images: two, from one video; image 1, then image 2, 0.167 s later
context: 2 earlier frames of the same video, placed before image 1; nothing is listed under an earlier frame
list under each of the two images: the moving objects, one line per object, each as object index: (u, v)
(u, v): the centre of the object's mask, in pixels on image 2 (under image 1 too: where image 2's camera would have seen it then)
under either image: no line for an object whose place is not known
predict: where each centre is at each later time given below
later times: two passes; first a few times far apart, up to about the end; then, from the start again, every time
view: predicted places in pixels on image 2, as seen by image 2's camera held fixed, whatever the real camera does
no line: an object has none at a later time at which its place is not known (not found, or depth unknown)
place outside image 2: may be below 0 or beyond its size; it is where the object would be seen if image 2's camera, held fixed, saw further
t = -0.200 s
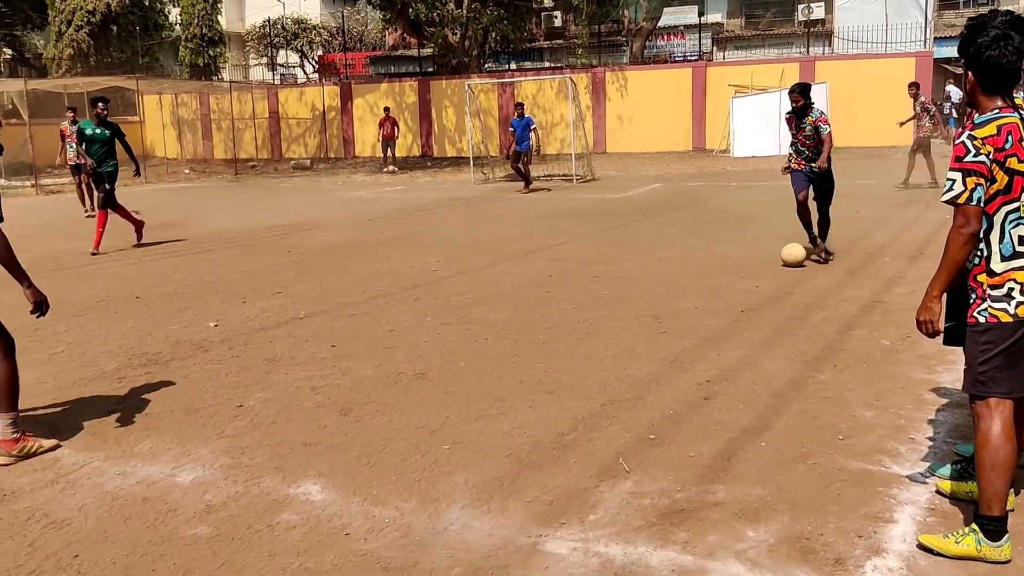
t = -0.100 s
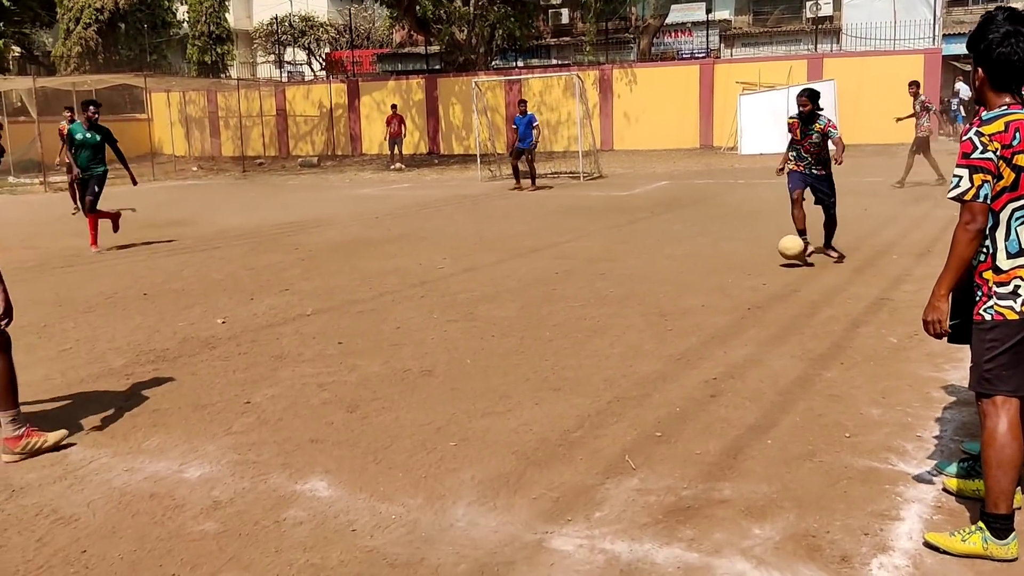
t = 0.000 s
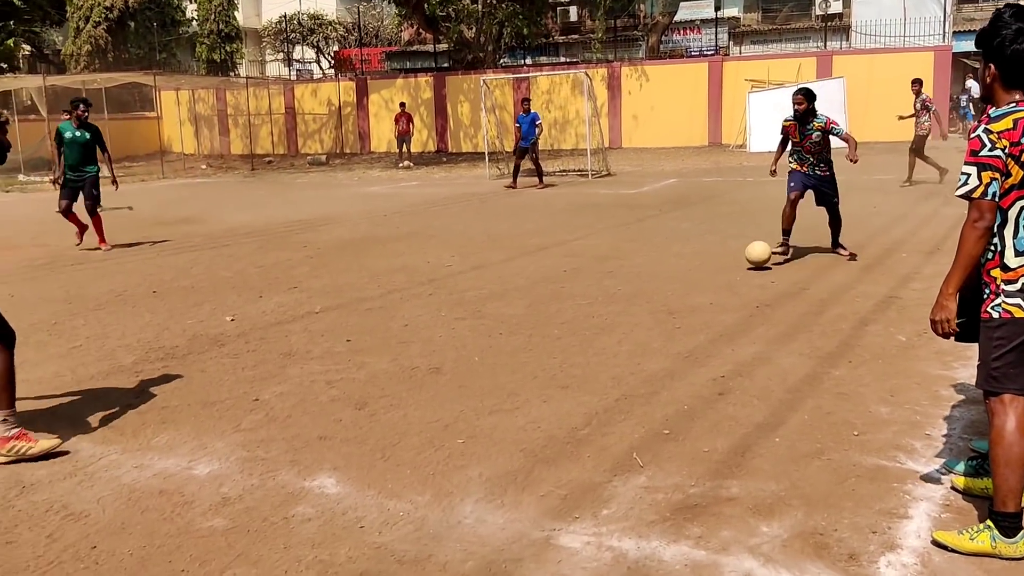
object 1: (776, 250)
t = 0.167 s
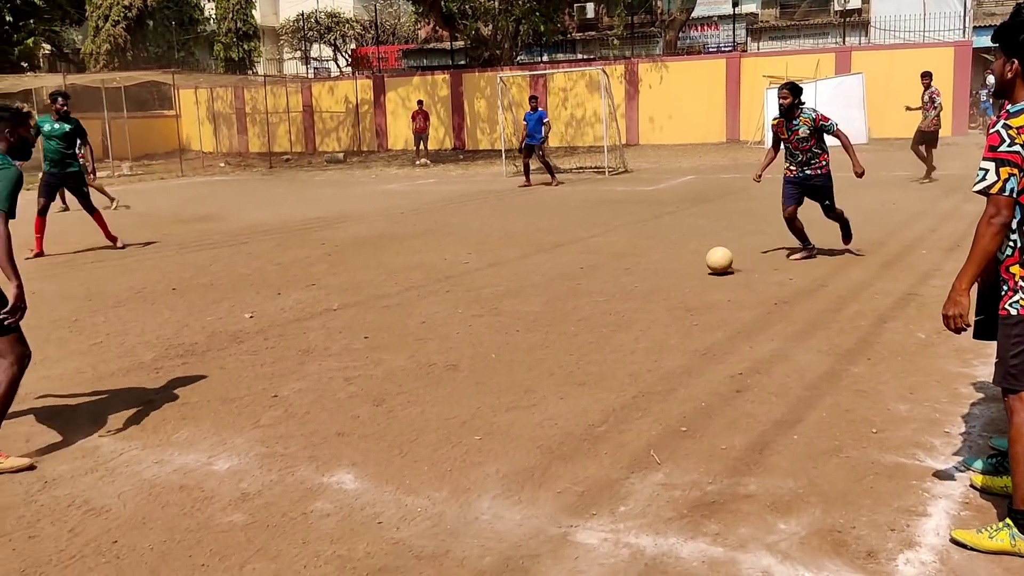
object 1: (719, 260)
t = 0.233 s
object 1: (700, 263)
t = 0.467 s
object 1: (649, 272)
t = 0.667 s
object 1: (604, 280)
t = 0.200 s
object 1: (708, 263)
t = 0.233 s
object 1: (700, 263)
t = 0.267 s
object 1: (692, 263)
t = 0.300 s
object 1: (685, 264)
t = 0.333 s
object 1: (677, 266)
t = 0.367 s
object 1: (670, 268)
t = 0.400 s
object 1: (663, 269)
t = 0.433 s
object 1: (656, 271)
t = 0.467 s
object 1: (649, 272)
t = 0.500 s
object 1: (641, 273)
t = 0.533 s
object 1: (633, 274)
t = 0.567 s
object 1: (626, 275)
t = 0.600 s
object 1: (618, 277)
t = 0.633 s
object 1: (611, 278)
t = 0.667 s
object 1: (604, 280)
